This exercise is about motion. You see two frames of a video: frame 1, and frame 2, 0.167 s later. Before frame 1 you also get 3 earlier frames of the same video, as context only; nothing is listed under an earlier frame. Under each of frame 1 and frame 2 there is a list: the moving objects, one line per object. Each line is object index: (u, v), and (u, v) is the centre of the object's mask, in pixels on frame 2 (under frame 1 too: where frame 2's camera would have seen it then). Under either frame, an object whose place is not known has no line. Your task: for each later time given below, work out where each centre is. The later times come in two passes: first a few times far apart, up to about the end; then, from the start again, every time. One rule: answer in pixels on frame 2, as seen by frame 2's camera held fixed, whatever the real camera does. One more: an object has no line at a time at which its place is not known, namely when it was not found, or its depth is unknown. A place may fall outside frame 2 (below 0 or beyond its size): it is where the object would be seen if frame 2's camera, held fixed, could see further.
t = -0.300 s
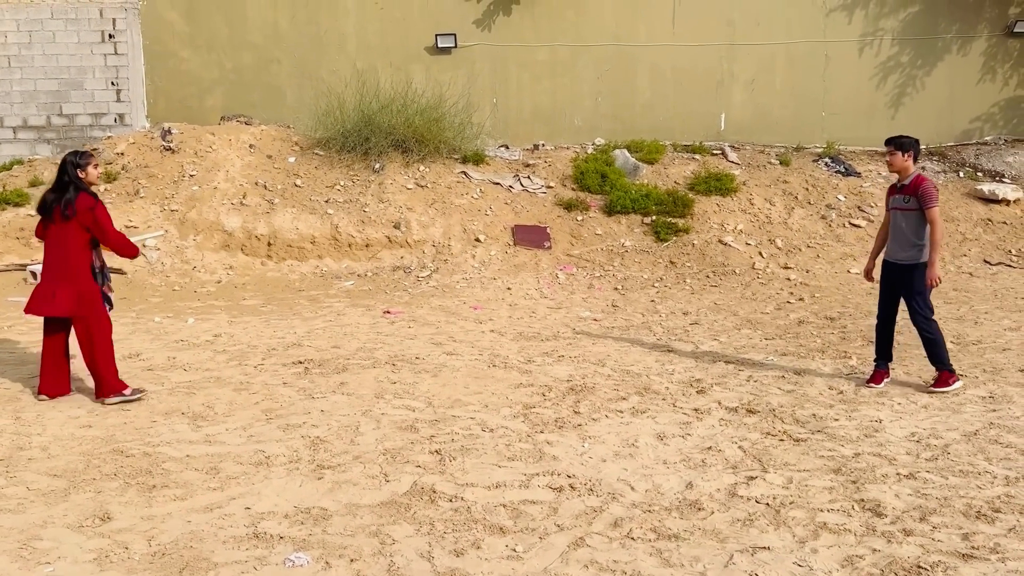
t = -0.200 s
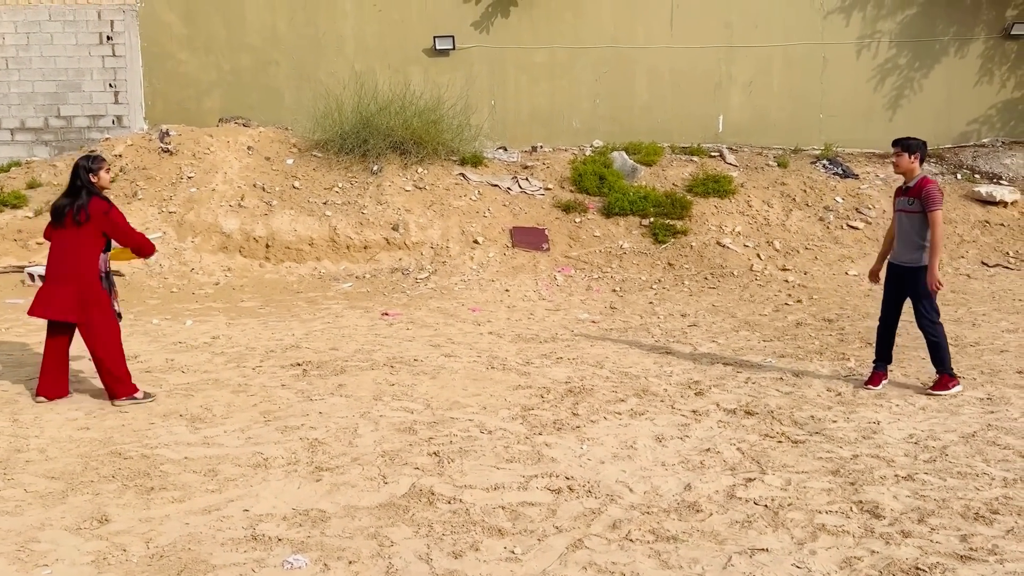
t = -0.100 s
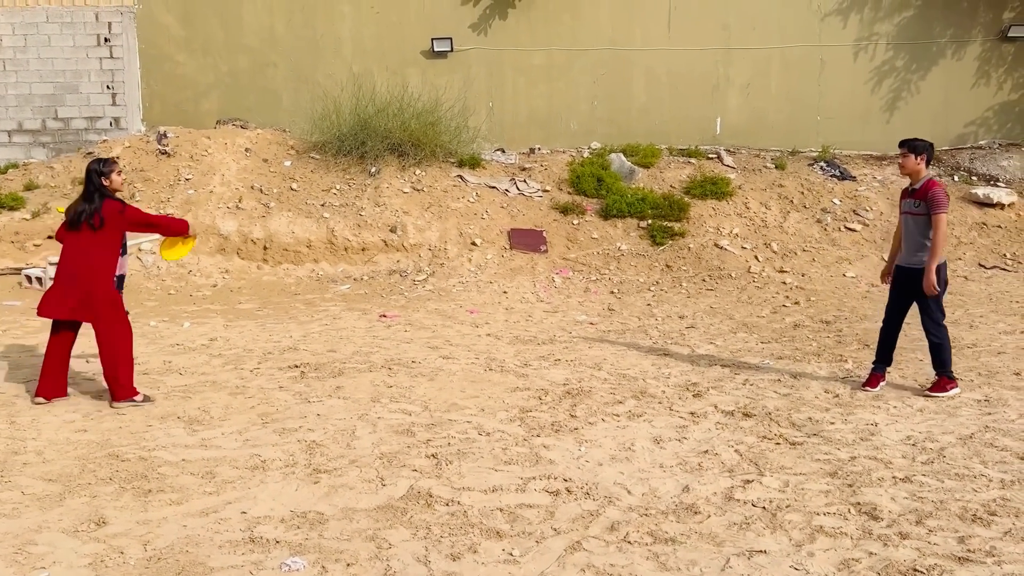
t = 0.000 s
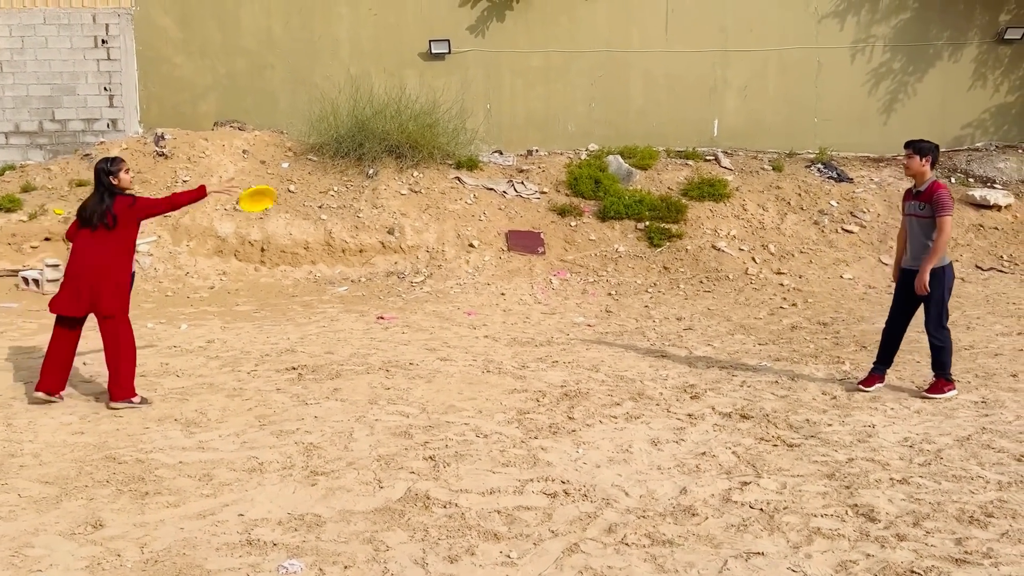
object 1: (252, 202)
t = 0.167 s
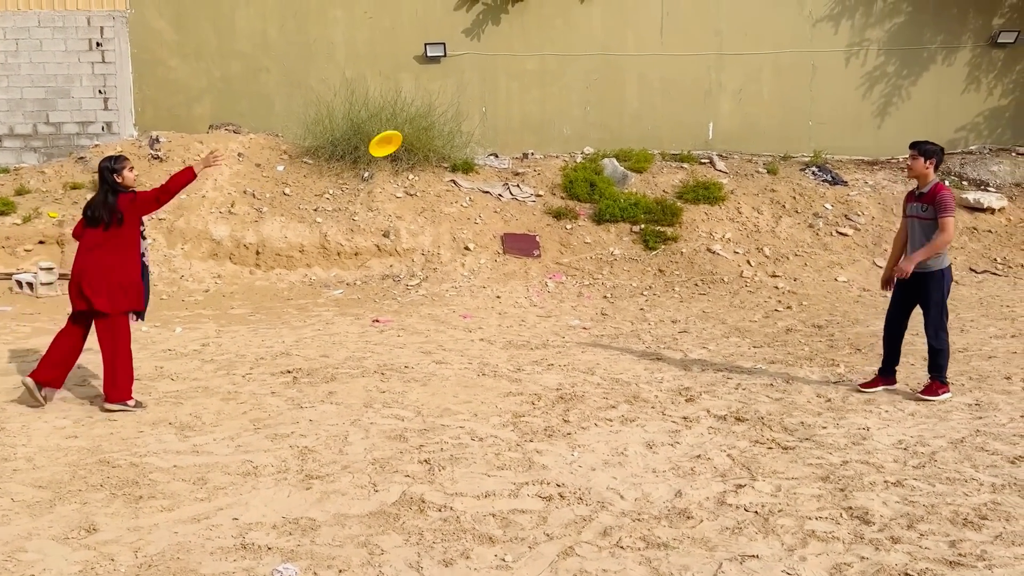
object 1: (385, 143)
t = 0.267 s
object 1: (458, 126)
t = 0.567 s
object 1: (635, 129)
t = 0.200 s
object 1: (410, 137)
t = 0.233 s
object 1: (435, 131)
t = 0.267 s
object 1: (458, 126)
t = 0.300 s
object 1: (481, 122)
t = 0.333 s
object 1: (503, 119)
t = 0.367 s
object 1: (525, 118)
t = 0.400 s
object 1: (545, 117)
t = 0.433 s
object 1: (565, 117)
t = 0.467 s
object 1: (583, 119)
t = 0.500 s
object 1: (601, 122)
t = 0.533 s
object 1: (619, 125)
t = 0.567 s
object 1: (635, 129)
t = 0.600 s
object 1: (651, 134)
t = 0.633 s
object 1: (666, 140)
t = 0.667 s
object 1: (679, 147)
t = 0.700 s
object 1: (692, 155)
